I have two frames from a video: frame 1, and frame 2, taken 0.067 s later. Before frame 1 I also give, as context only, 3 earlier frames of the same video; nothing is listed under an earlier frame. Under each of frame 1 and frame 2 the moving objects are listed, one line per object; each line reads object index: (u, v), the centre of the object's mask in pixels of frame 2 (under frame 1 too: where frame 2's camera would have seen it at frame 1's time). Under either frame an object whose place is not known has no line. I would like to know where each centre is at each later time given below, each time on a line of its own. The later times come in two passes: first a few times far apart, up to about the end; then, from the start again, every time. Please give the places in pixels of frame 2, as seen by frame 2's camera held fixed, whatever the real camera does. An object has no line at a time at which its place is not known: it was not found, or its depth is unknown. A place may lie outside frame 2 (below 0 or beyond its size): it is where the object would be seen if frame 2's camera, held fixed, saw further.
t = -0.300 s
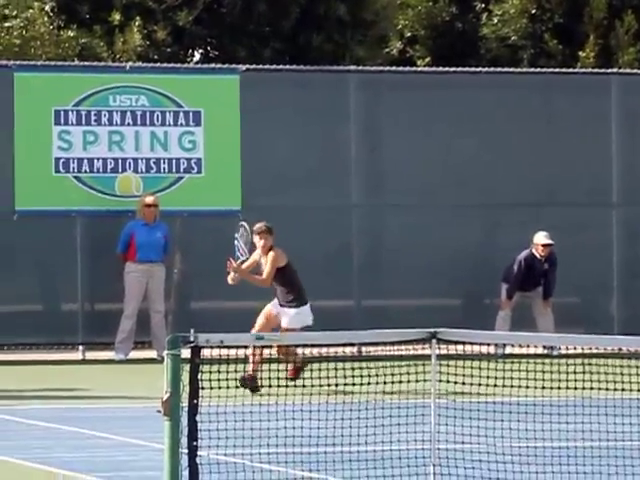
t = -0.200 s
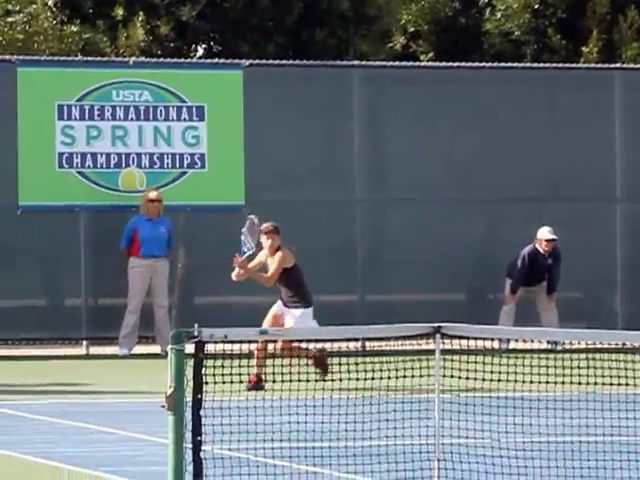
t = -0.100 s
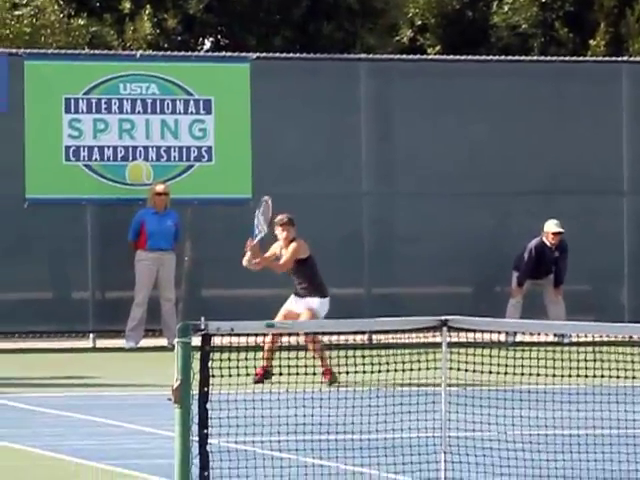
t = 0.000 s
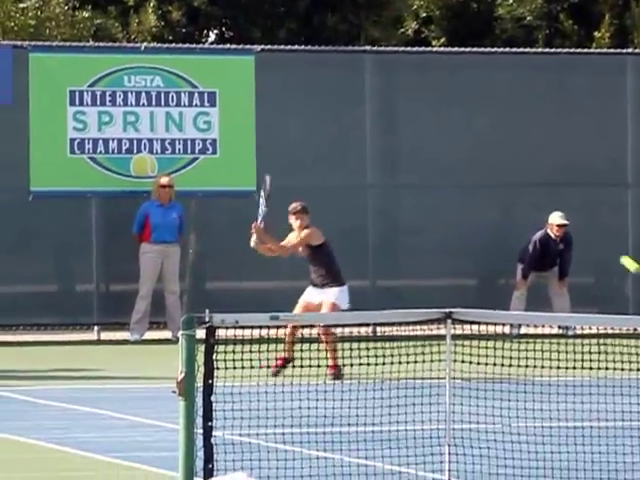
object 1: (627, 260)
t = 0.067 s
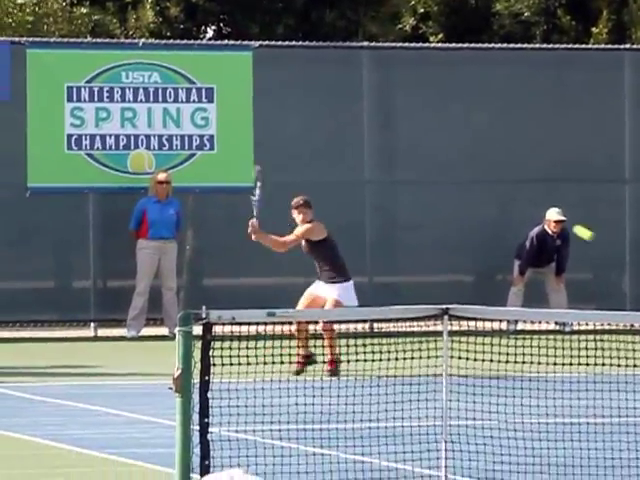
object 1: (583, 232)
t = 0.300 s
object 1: (442, 191)
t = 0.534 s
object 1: (320, 228)
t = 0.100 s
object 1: (565, 222)
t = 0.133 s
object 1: (538, 212)
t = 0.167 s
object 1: (520, 205)
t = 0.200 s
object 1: (500, 199)
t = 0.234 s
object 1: (481, 195)
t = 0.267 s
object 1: (461, 192)
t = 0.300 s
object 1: (442, 191)
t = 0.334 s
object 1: (423, 192)
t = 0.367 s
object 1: (405, 195)
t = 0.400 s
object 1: (388, 199)
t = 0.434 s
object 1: (371, 204)
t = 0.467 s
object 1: (354, 210)
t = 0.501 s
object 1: (336, 219)
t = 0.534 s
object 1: (320, 228)
